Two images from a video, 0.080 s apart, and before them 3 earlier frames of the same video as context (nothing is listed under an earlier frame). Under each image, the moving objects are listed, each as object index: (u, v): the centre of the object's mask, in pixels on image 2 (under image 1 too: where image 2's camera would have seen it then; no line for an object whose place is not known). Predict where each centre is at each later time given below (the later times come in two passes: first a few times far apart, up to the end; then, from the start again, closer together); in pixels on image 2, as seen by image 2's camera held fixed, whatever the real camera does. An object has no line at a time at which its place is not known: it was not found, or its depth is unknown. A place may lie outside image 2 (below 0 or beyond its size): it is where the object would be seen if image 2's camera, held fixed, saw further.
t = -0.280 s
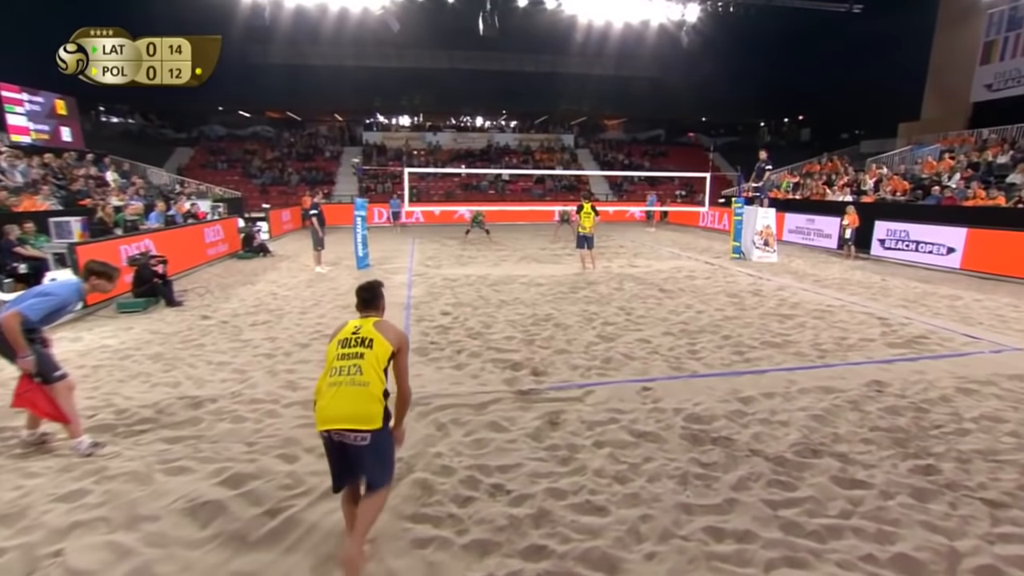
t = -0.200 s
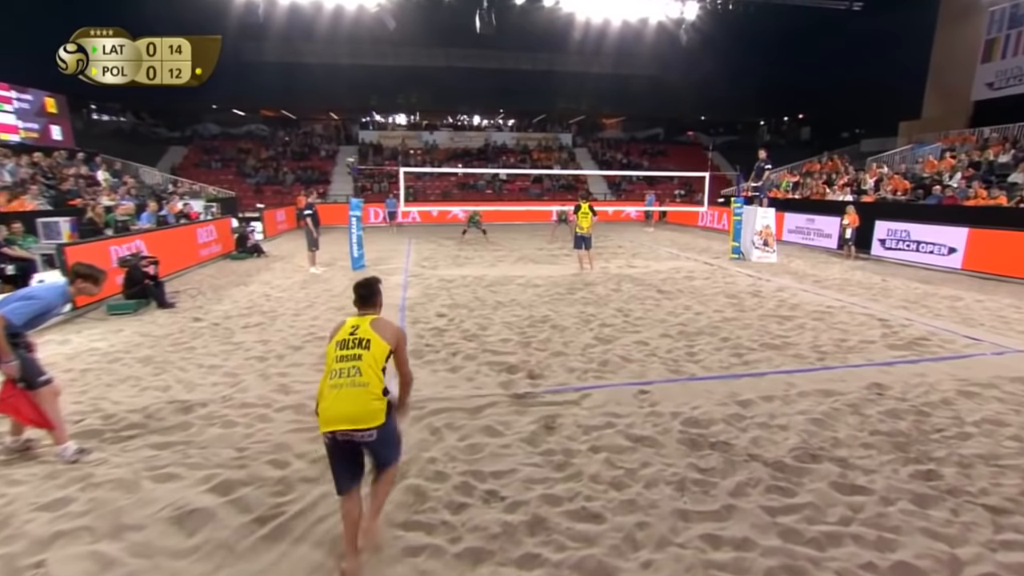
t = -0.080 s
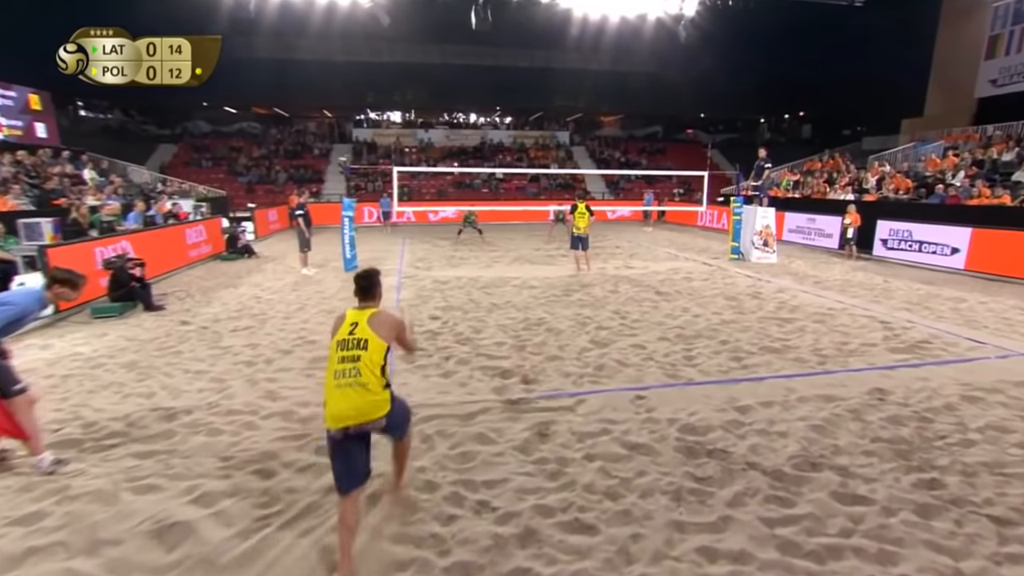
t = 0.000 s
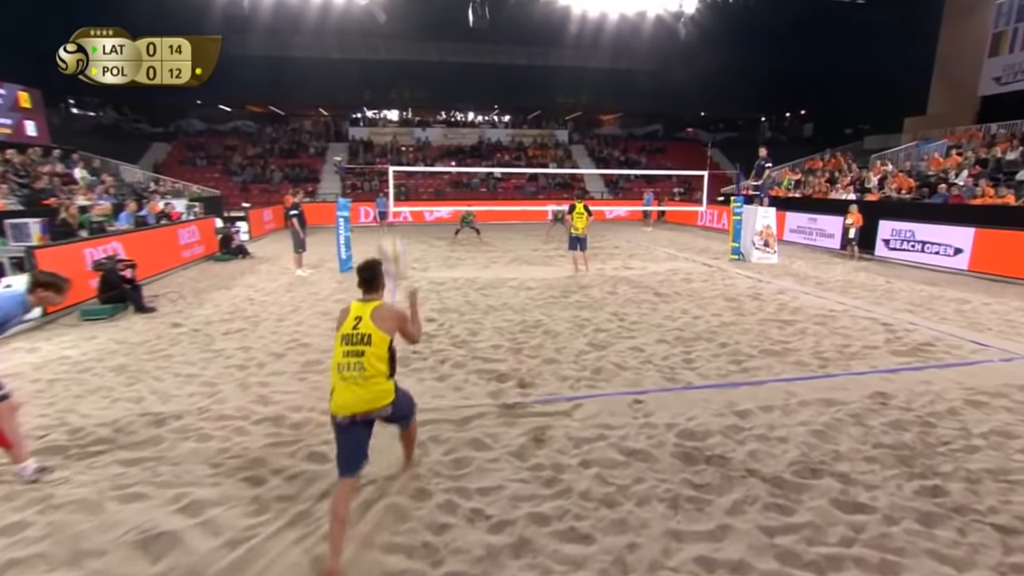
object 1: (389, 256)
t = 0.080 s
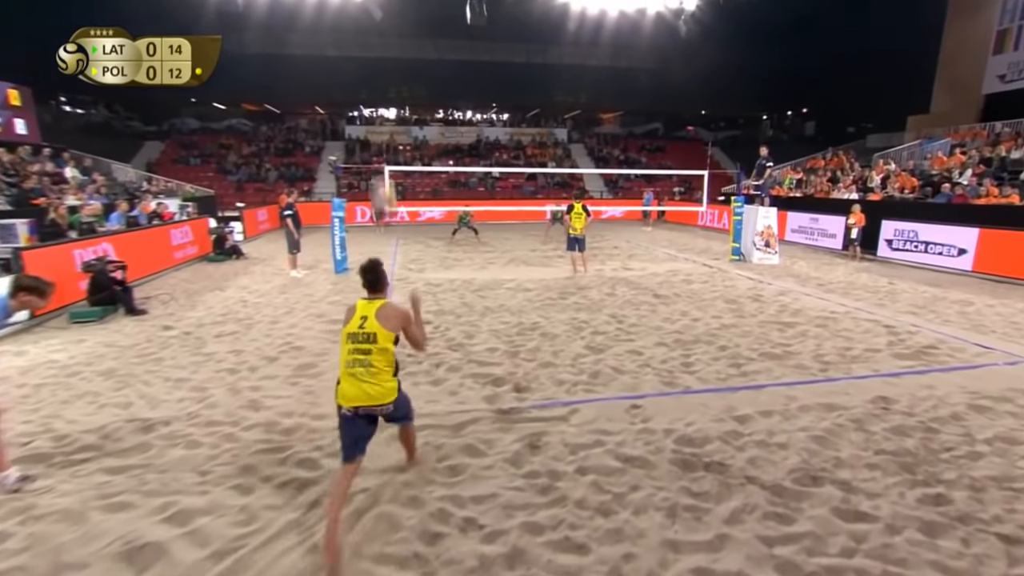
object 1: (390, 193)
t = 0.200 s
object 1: (371, 133)
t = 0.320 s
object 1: (362, 84)
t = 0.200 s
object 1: (371, 133)
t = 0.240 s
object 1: (367, 109)
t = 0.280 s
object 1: (366, 94)
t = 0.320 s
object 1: (362, 84)
